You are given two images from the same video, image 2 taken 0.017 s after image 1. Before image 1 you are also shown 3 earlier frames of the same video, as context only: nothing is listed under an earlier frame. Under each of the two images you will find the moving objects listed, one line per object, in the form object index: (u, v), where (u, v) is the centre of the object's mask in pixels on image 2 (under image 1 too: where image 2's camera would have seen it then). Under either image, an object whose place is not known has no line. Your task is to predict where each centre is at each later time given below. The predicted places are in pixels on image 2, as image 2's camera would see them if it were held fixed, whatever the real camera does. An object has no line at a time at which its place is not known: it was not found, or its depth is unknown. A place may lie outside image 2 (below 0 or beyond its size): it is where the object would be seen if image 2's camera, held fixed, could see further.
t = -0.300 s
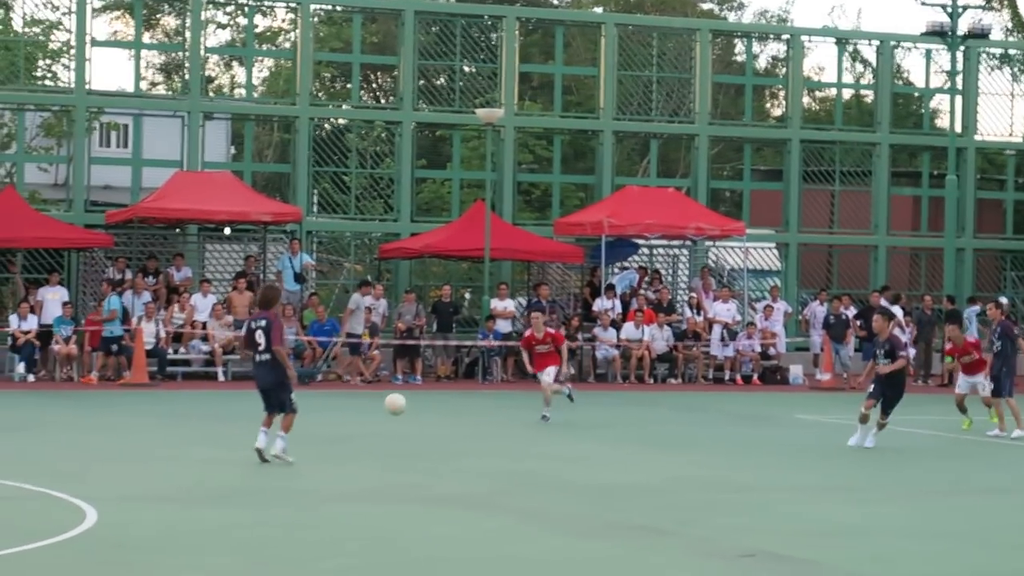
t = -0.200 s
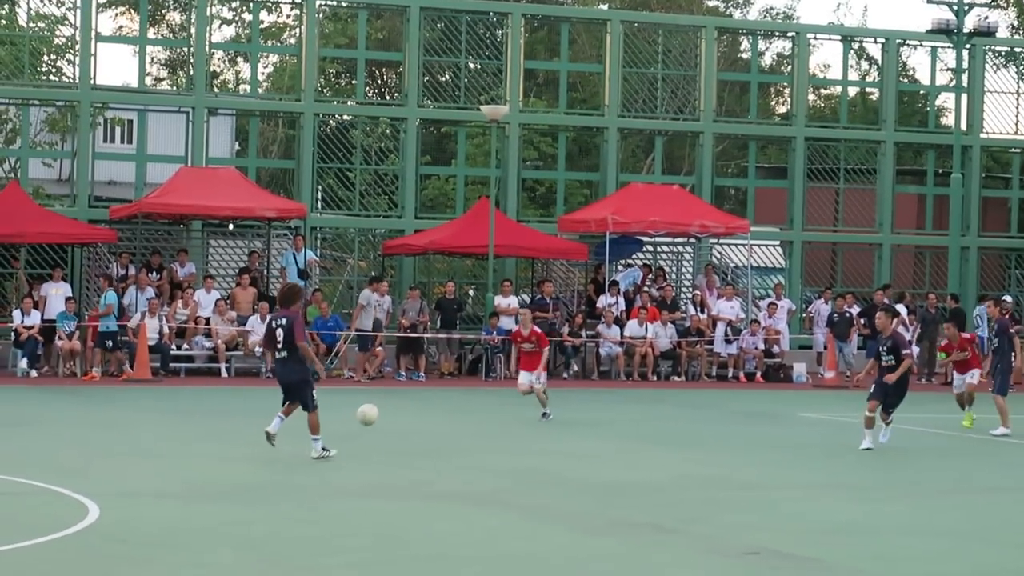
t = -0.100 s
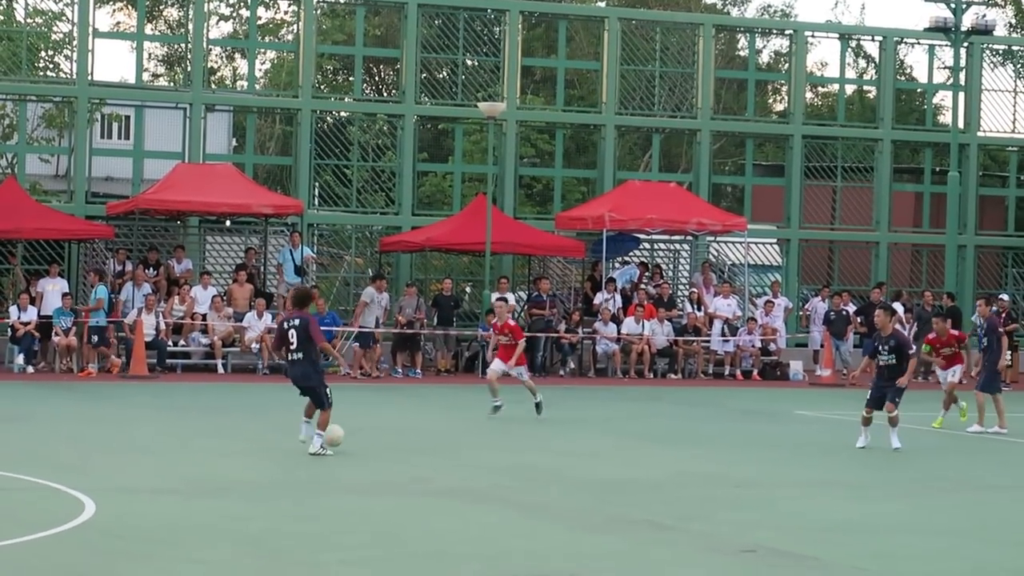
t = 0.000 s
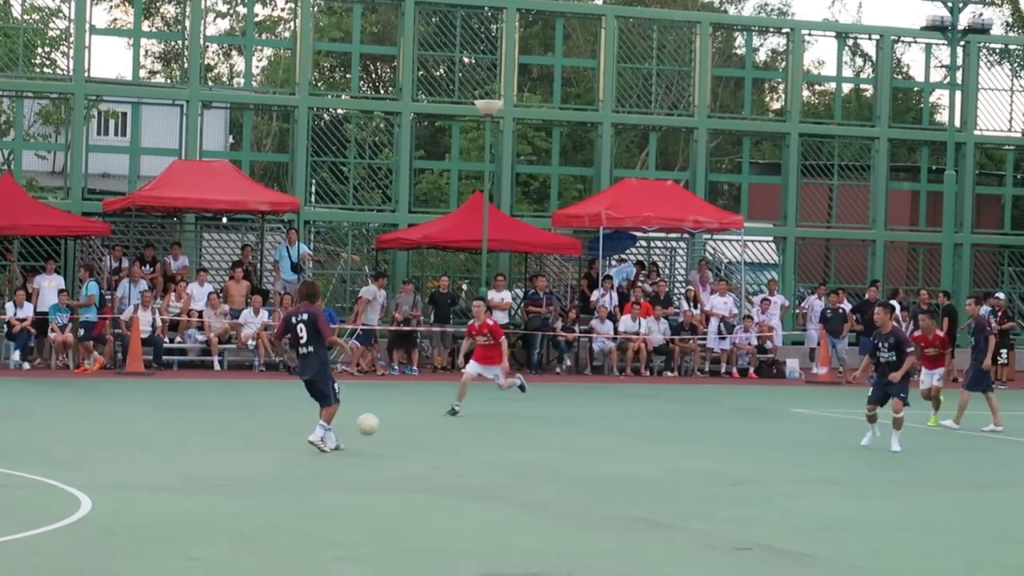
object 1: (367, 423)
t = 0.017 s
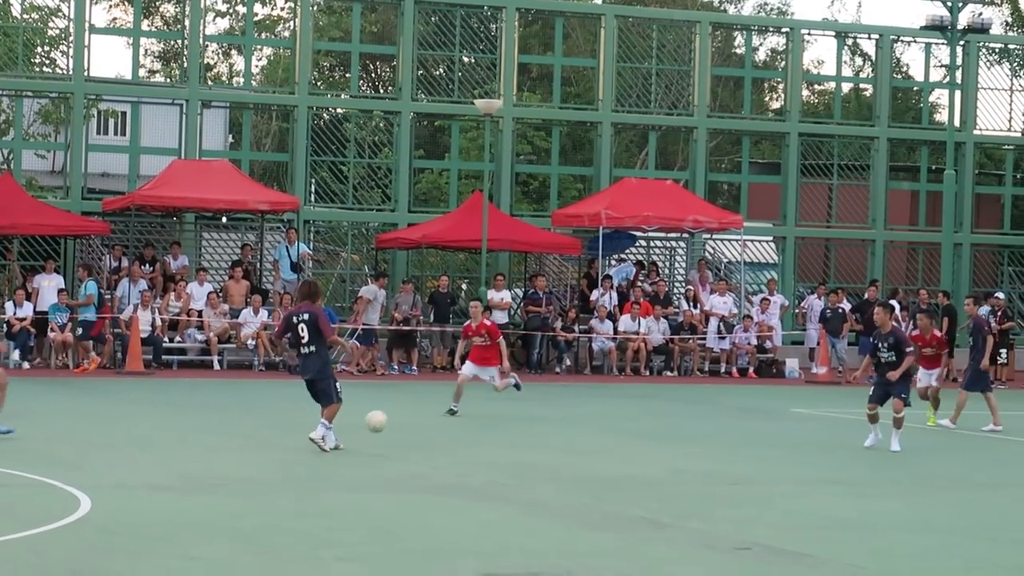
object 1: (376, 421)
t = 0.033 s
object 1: (385, 419)
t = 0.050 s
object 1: (393, 417)
